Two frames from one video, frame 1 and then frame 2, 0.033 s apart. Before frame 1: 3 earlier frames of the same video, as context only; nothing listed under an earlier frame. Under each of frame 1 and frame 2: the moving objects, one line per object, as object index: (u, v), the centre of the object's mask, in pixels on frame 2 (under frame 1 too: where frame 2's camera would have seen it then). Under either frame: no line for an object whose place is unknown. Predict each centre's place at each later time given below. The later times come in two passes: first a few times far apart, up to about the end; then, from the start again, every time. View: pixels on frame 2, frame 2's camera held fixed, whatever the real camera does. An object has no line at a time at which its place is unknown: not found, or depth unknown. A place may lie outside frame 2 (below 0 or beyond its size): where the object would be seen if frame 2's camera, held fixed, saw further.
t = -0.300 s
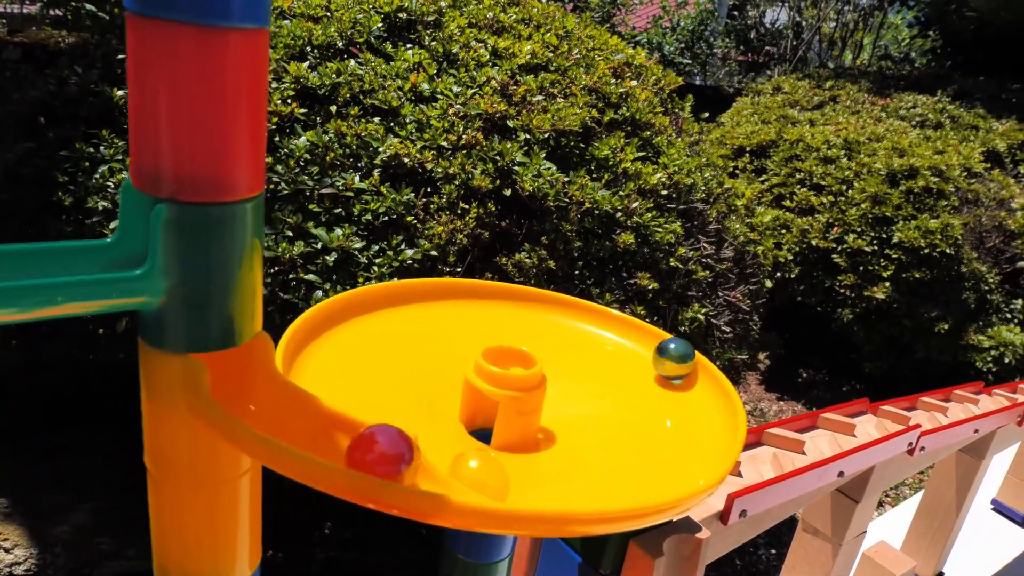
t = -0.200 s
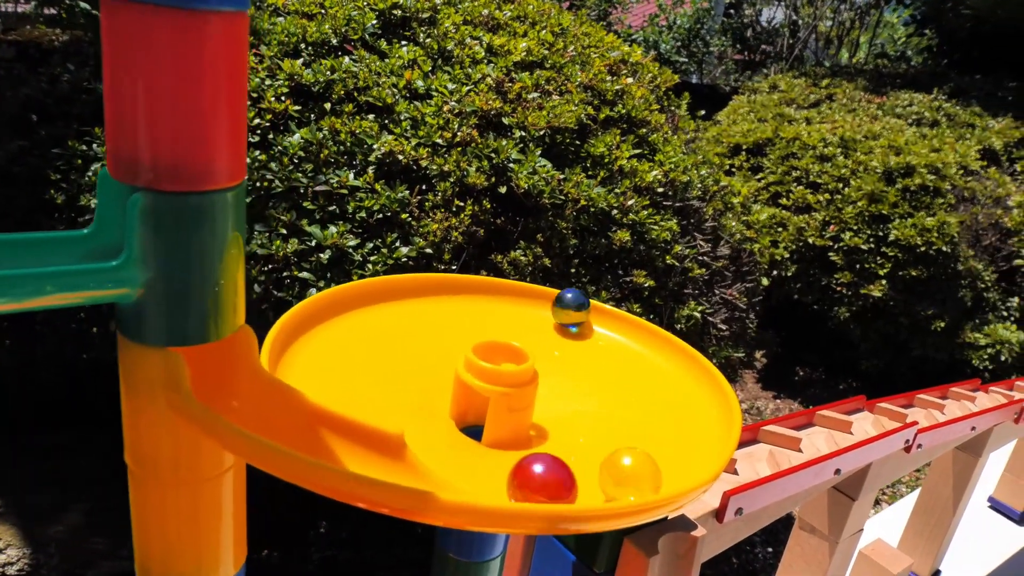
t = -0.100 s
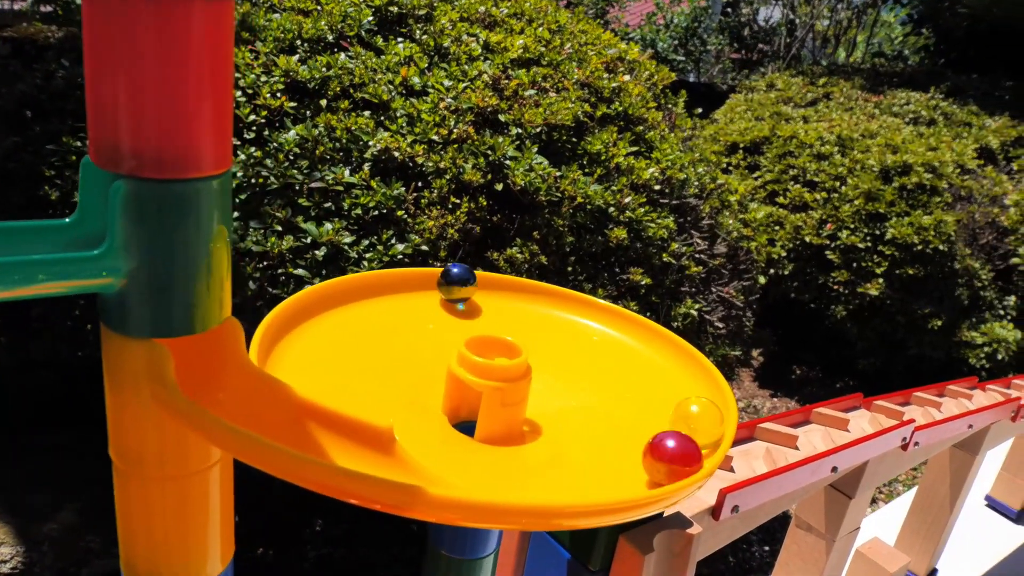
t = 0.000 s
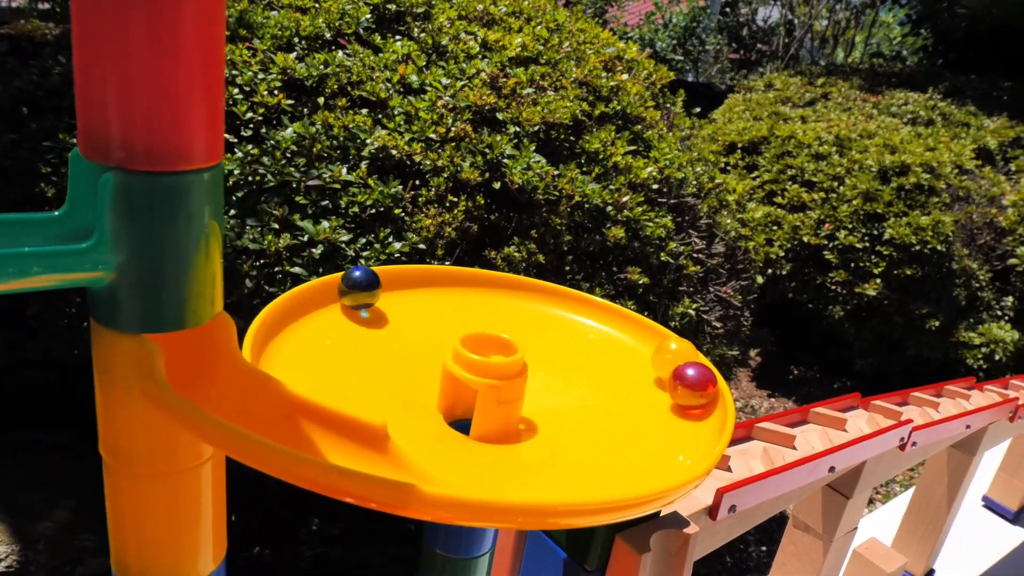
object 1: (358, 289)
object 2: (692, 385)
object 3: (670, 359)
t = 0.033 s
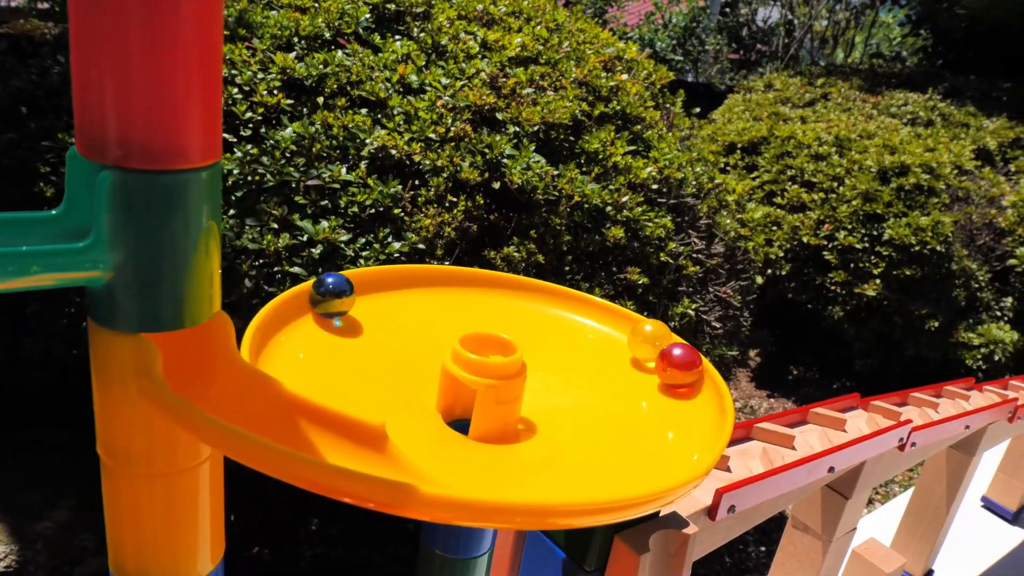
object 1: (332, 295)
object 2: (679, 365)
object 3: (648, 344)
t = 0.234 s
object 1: (303, 380)
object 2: (512, 289)
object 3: (453, 280)
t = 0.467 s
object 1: (646, 464)
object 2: (334, 298)
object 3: (291, 327)
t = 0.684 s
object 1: (659, 349)
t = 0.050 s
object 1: (321, 301)
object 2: (669, 356)
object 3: (635, 335)
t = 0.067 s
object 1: (311, 307)
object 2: (659, 347)
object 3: (621, 329)
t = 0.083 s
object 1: (301, 314)
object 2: (647, 338)
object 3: (606, 322)
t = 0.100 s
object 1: (293, 321)
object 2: (634, 331)
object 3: (589, 316)
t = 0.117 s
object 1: (287, 330)
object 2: (620, 323)
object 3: (573, 310)
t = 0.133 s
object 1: (283, 339)
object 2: (605, 316)
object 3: (556, 305)
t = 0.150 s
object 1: (280, 350)
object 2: (590, 310)
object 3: (537, 294)
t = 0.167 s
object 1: (281, 356)
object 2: (574, 305)
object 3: (520, 290)
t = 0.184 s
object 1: (284, 362)
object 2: (559, 298)
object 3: (503, 286)
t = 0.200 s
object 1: (289, 368)
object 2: (543, 295)
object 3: (486, 284)
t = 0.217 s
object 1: (294, 374)
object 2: (527, 291)
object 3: (469, 281)
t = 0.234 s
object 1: (303, 380)
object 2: (512, 289)
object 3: (453, 280)
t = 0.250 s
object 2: (497, 285)
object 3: (438, 280)
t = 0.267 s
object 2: (481, 284)
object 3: (423, 280)
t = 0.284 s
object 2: (466, 282)
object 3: (408, 281)
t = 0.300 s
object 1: (400, 439)
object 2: (452, 281)
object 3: (394, 282)
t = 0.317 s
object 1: (417, 448)
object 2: (438, 280)
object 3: (381, 283)
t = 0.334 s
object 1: (440, 459)
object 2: (424, 280)
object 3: (368, 286)
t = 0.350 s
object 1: (466, 468)
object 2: (410, 281)
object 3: (355, 290)
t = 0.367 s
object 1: (493, 474)
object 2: (398, 281)
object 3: (342, 293)
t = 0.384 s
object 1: (522, 476)
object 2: (386, 283)
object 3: (331, 296)
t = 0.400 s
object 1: (550, 477)
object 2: (374, 285)
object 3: (321, 302)
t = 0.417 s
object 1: (577, 477)
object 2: (363, 288)
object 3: (312, 307)
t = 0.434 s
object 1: (602, 474)
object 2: (353, 291)
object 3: (305, 313)
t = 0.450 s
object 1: (626, 470)
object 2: (343, 294)
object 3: (297, 319)
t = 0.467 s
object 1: (646, 464)
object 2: (334, 298)
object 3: (291, 327)
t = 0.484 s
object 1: (663, 458)
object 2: (325, 302)
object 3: (285, 334)
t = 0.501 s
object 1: (679, 450)
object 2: (318, 308)
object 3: (281, 342)
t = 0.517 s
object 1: (686, 441)
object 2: (311, 313)
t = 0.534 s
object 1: (690, 433)
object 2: (305, 319)
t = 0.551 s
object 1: (692, 422)
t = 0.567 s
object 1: (694, 412)
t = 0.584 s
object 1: (694, 403)
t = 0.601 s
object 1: (694, 393)
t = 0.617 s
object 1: (692, 383)
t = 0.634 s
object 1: (685, 374)
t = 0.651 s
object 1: (677, 366)
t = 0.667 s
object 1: (668, 357)
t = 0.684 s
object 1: (659, 349)
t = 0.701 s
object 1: (648, 341)
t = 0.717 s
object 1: (636, 334)
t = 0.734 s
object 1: (624, 327)
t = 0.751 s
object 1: (611, 320)
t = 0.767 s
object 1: (597, 315)
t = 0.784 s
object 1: (583, 310)
